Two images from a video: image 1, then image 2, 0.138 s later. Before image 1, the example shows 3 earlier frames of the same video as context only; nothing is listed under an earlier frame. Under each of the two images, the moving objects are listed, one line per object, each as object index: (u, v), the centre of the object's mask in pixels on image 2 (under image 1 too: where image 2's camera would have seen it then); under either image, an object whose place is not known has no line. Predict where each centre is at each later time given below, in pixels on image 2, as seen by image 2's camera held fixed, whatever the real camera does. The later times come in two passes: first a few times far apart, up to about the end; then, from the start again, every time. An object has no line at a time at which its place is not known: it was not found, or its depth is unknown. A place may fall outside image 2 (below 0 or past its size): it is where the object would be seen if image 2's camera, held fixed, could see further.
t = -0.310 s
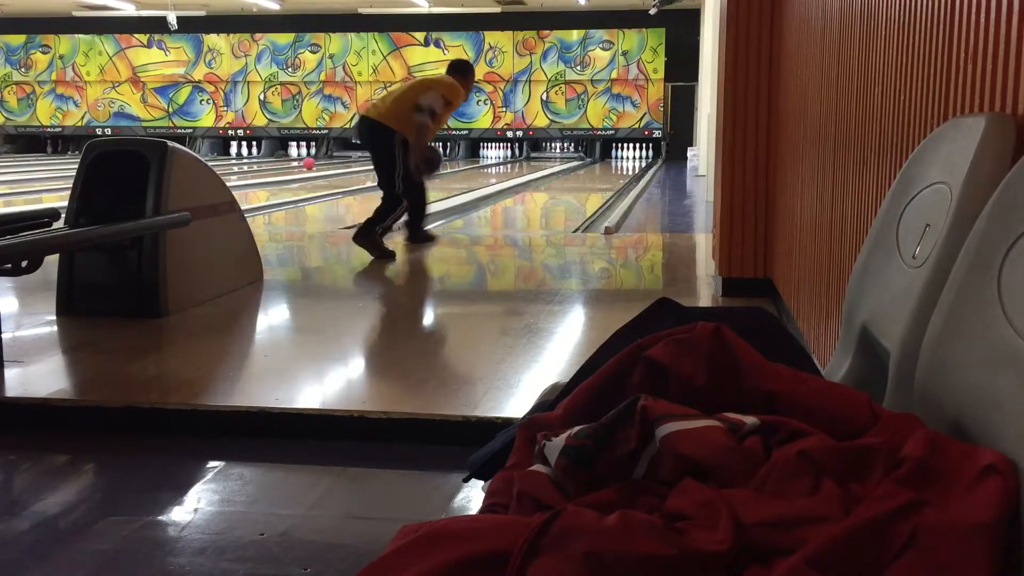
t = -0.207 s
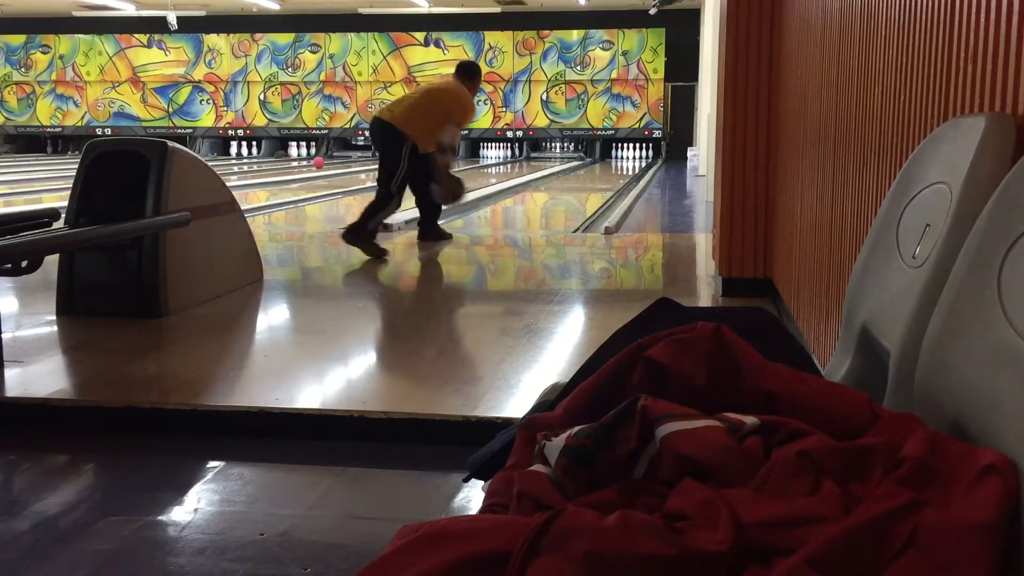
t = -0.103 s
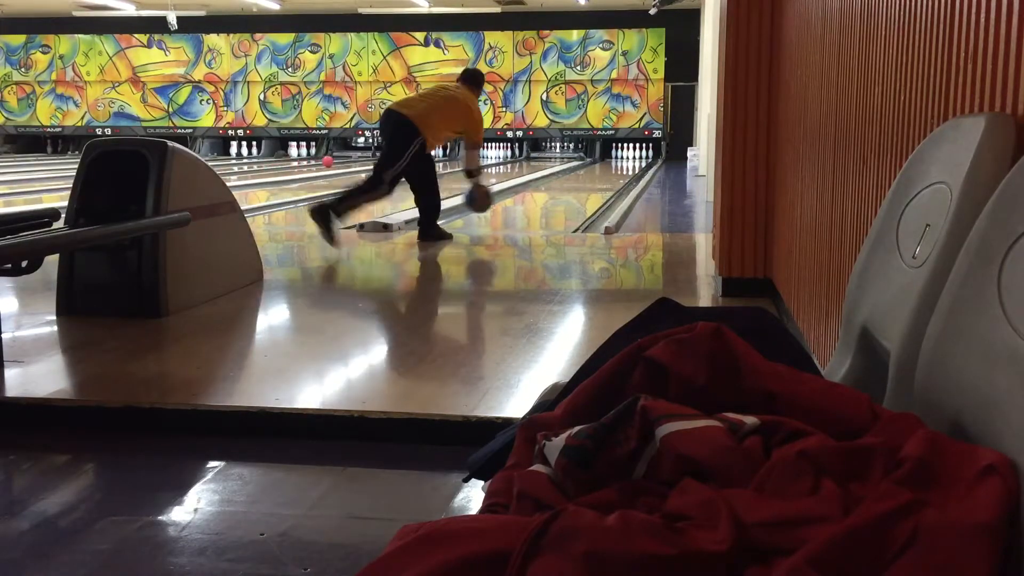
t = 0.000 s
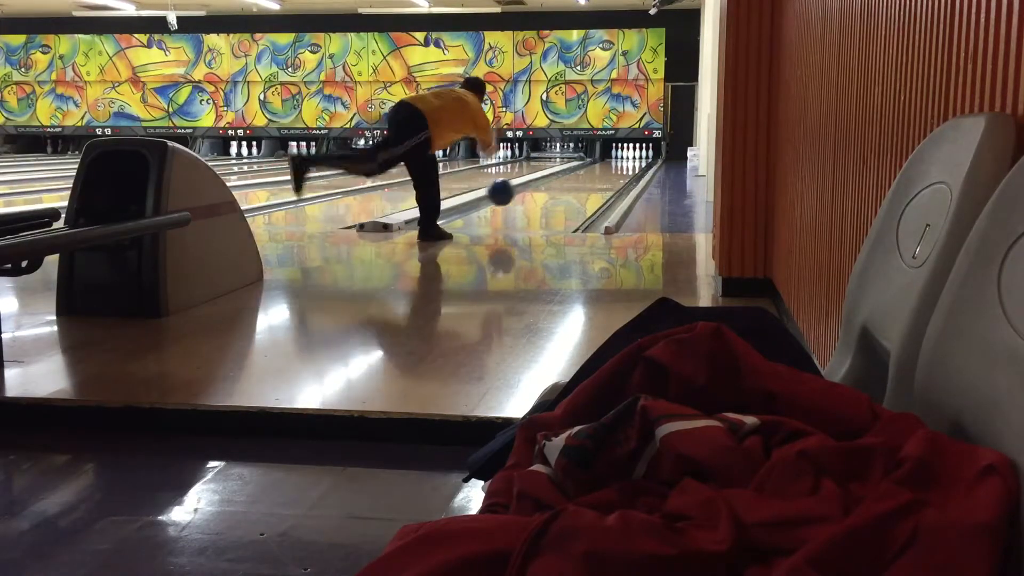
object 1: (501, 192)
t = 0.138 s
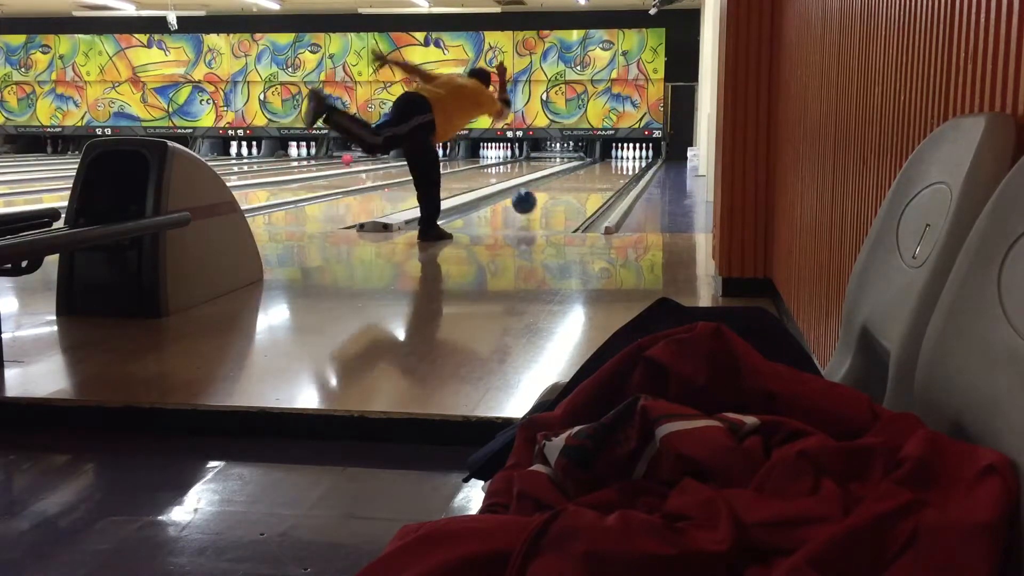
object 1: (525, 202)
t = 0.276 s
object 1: (544, 199)
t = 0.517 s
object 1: (573, 189)
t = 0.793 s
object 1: (595, 181)
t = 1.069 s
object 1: (611, 176)
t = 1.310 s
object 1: (622, 171)
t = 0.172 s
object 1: (530, 204)
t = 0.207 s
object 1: (535, 201)
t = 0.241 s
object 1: (539, 200)
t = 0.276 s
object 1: (544, 199)
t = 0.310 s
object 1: (548, 198)
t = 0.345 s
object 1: (552, 196)
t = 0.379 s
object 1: (556, 195)
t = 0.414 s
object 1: (560, 194)
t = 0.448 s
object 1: (563, 192)
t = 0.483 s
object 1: (567, 191)
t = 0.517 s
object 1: (573, 189)
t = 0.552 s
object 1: (576, 188)
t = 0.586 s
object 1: (579, 187)
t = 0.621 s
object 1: (582, 186)
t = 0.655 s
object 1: (585, 185)
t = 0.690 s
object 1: (588, 184)
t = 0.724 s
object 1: (590, 183)
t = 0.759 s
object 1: (592, 182)
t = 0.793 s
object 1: (595, 181)
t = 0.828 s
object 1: (597, 180)
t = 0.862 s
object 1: (599, 180)
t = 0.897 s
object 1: (601, 179)
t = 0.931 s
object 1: (604, 178)
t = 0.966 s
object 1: (605, 178)
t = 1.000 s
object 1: (607, 177)
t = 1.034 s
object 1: (610, 176)
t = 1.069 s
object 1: (611, 176)
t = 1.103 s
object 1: (613, 175)
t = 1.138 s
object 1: (614, 174)
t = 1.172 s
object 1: (616, 174)
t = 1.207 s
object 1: (618, 173)
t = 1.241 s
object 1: (619, 173)
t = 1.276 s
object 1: (621, 172)
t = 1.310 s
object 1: (622, 171)
